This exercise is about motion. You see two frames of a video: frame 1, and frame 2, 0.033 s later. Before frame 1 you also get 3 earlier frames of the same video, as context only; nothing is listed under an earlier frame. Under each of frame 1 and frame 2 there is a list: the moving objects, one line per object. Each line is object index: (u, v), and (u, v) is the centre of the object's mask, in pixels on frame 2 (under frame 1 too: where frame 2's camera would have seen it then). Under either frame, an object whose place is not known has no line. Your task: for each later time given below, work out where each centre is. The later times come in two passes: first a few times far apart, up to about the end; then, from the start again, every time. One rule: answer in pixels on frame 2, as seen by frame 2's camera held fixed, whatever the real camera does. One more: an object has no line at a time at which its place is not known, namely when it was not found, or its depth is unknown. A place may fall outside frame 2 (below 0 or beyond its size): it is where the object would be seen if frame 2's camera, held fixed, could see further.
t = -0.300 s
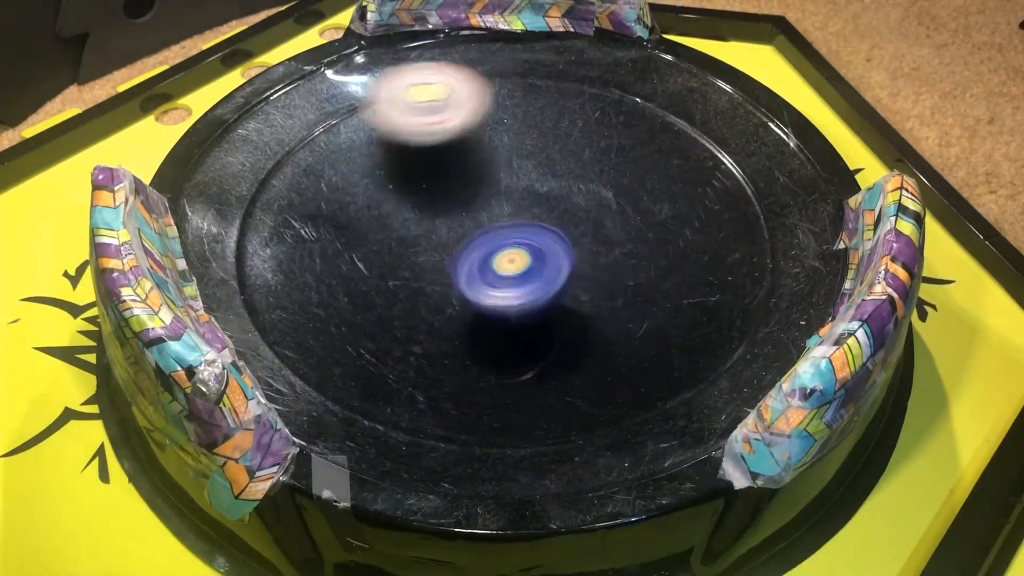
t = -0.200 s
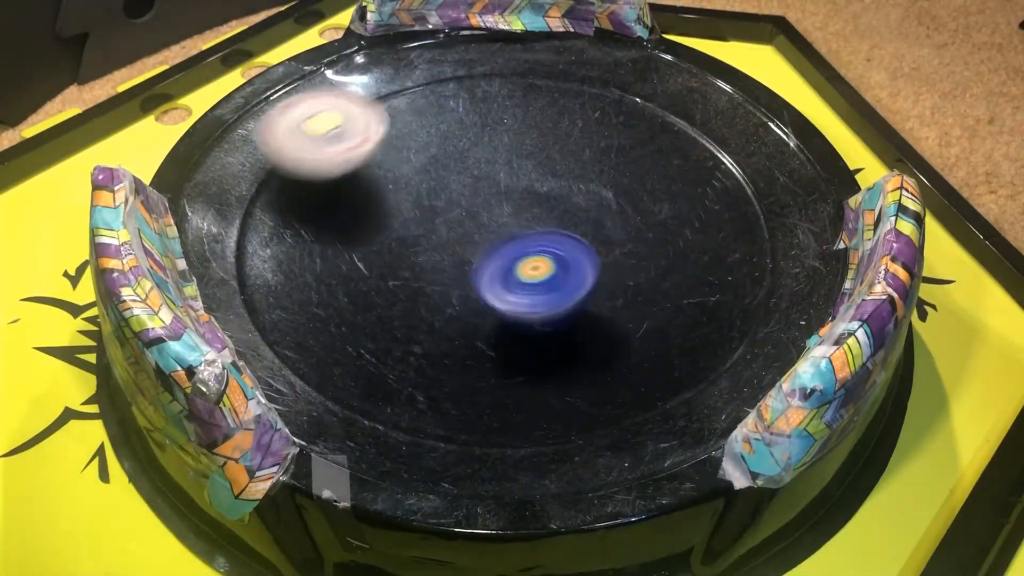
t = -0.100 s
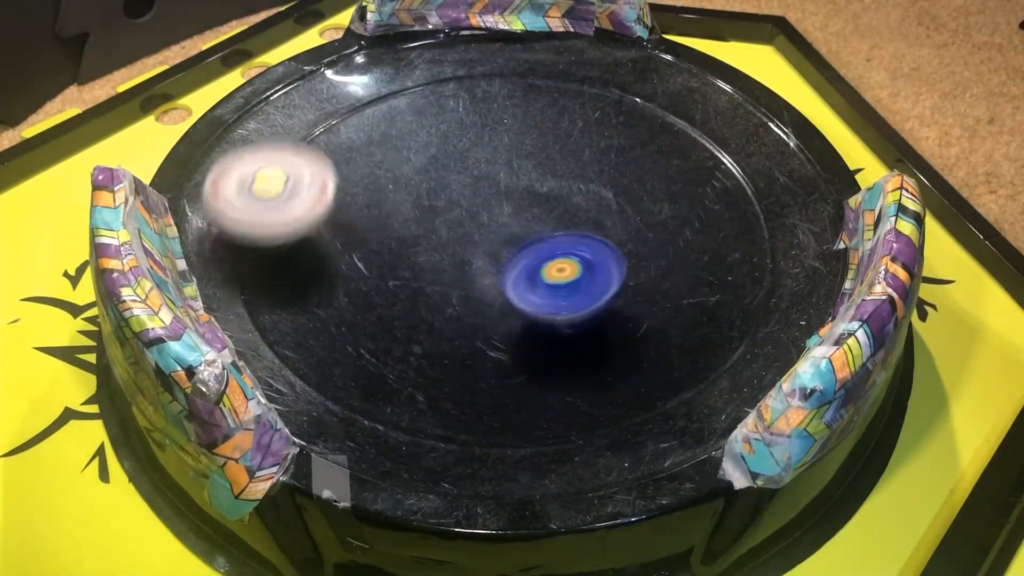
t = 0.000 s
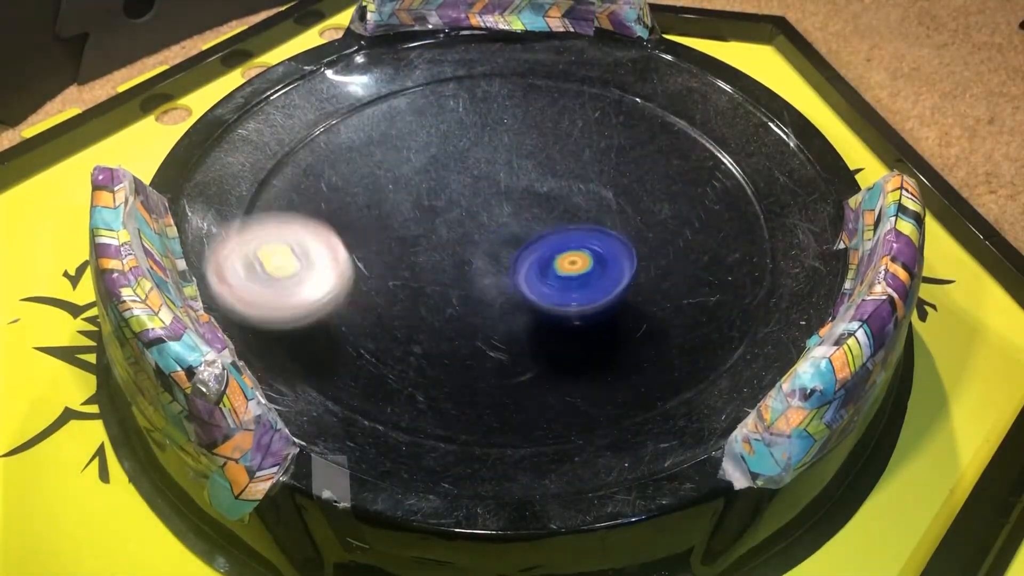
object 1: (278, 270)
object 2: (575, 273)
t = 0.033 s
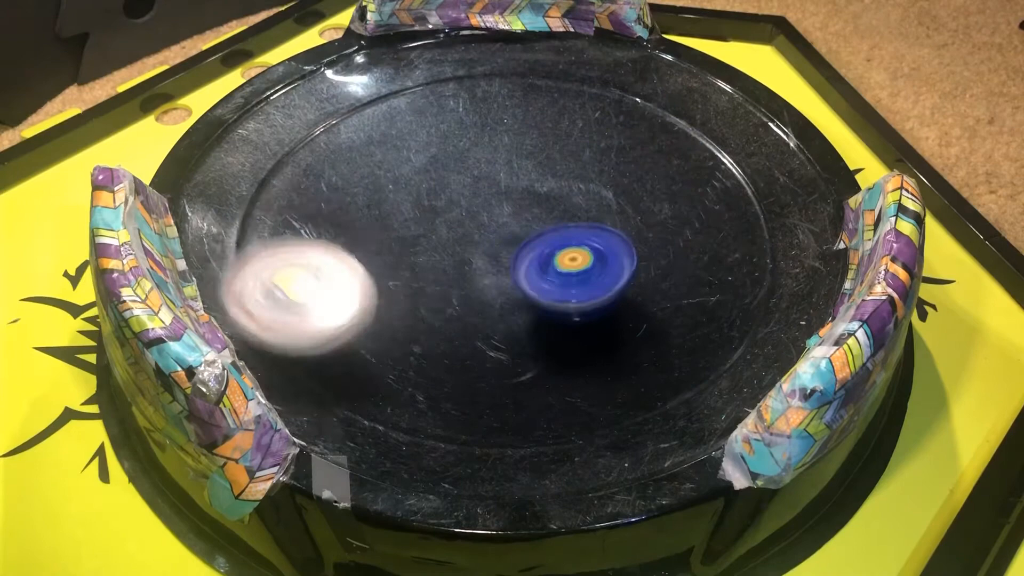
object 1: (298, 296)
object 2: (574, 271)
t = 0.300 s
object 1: (616, 333)
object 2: (531, 249)
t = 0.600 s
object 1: (648, 124)
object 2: (463, 252)
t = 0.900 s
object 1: (386, 107)
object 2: (465, 250)
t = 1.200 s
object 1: (408, 300)
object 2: (477, 219)
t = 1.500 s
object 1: (695, 250)
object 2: (470, 194)
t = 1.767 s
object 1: (612, 118)
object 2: (487, 193)
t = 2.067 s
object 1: (387, 163)
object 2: (505, 208)
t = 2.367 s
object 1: (499, 322)
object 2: (542, 195)
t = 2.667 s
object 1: (682, 218)
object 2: (530, 209)
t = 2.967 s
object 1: (571, 97)
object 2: (461, 258)
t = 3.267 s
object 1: (385, 206)
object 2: (478, 278)
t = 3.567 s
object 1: (311, 170)
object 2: (735, 233)
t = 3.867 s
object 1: (528, 228)
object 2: (521, 111)
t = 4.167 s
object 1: (582, 181)
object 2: (390, 179)
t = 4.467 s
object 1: (513, 160)
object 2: (462, 248)
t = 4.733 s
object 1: (512, 183)
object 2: (517, 297)
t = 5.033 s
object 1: (514, 202)
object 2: (584, 317)
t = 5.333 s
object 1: (469, 184)
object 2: (584, 310)
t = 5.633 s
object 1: (424, 205)
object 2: (508, 274)
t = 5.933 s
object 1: (388, 169)
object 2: (516, 290)
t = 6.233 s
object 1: (459, 165)
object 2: (499, 265)
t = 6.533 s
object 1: (530, 114)
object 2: (471, 295)
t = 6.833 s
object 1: (549, 182)
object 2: (505, 270)
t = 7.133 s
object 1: (588, 216)
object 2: (463, 280)
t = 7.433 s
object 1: (579, 273)
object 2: (413, 227)
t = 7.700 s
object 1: (488, 274)
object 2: (452, 193)
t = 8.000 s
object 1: (442, 237)
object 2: (514, 164)
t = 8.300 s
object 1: (462, 202)
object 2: (583, 185)
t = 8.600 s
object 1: (510, 186)
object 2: (601, 261)
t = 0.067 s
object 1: (325, 319)
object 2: (573, 267)
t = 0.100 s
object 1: (361, 339)
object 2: (570, 264)
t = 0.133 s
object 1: (403, 353)
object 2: (566, 260)
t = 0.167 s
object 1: (448, 362)
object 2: (561, 256)
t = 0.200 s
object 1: (494, 364)
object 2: (555, 252)
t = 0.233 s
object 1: (538, 359)
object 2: (547, 250)
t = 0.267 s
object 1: (579, 349)
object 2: (539, 247)
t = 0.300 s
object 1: (616, 333)
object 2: (531, 249)
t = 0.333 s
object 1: (648, 313)
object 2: (523, 251)
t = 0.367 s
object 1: (672, 289)
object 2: (513, 252)
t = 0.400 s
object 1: (688, 264)
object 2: (503, 254)
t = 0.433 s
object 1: (698, 238)
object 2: (494, 254)
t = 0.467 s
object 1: (699, 212)
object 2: (485, 254)
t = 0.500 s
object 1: (695, 187)
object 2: (476, 253)
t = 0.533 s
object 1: (684, 163)
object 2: (471, 253)
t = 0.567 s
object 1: (668, 142)
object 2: (466, 252)
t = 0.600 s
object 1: (648, 124)
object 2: (463, 252)
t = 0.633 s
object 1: (624, 109)
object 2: (461, 253)
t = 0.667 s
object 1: (597, 97)
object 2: (460, 253)
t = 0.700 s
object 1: (568, 89)
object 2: (460, 253)
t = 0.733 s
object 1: (536, 83)
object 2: (460, 254)
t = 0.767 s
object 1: (505, 81)
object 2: (460, 254)
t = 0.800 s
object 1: (473, 83)
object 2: (461, 253)
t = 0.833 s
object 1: (443, 88)
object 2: (463, 253)
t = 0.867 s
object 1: (415, 96)
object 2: (464, 251)
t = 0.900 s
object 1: (386, 107)
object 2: (465, 250)
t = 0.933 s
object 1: (364, 123)
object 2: (467, 249)
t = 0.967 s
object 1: (345, 141)
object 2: (470, 246)
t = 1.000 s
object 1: (334, 161)
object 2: (472, 244)
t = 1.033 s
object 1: (329, 183)
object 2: (473, 240)
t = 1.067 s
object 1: (331, 207)
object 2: (474, 236)
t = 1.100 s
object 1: (341, 233)
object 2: (475, 234)
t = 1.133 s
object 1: (357, 258)
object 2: (476, 231)
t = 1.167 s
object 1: (379, 280)
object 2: (477, 226)
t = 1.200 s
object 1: (408, 300)
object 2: (477, 219)
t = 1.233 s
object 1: (442, 315)
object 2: (476, 215)
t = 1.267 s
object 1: (481, 324)
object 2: (475, 210)
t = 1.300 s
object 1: (519, 328)
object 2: (473, 206)
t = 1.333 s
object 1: (560, 326)
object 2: (471, 203)
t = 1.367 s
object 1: (595, 318)
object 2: (470, 199)
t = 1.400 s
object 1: (630, 306)
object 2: (469, 197)
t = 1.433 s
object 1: (657, 290)
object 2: (469, 196)
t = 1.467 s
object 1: (680, 271)
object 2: (469, 195)
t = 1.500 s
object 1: (695, 250)
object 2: (470, 194)
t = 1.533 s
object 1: (703, 229)
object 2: (471, 195)
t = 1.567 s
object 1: (705, 209)
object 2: (473, 193)
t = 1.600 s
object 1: (701, 189)
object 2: (474, 193)
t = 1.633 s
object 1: (692, 170)
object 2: (476, 193)
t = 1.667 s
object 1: (677, 153)
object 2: (479, 193)
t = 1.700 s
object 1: (658, 138)
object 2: (481, 193)
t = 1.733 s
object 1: (636, 126)
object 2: (484, 193)
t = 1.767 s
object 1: (612, 118)
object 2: (487, 193)
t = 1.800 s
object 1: (586, 113)
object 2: (490, 192)
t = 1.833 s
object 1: (558, 110)
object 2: (494, 192)
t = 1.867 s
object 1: (528, 110)
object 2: (496, 194)
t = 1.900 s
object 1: (502, 110)
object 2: (495, 198)
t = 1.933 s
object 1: (476, 114)
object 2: (495, 203)
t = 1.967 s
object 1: (449, 121)
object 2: (496, 205)
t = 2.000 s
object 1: (425, 132)
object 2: (498, 208)
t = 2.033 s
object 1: (404, 146)
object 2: (501, 208)
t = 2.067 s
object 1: (387, 163)
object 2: (505, 208)
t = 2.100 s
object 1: (376, 182)
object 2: (510, 207)
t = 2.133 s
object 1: (370, 203)
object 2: (514, 205)
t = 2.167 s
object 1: (371, 225)
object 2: (520, 203)
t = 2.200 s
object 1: (379, 247)
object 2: (527, 202)
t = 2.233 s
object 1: (393, 267)
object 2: (532, 200)
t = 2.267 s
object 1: (412, 287)
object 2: (538, 198)
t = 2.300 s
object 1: (437, 303)
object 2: (541, 197)
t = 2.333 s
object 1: (467, 315)
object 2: (543, 196)
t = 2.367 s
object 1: (499, 322)
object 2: (542, 195)
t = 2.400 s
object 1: (532, 325)
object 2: (541, 194)
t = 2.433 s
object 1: (565, 323)
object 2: (538, 194)
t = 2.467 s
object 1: (597, 315)
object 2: (533, 194)
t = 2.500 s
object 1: (623, 303)
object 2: (530, 195)
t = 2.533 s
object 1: (646, 288)
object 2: (527, 198)
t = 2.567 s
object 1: (664, 272)
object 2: (525, 201)
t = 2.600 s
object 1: (677, 254)
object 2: (525, 204)
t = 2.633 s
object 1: (683, 236)
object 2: (527, 207)
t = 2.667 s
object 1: (682, 218)
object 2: (530, 209)
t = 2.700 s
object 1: (676, 200)
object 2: (535, 211)
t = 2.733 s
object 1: (664, 183)
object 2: (539, 213)
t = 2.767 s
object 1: (649, 168)
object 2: (543, 214)
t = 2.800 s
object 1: (644, 149)
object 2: (530, 222)
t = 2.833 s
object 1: (638, 130)
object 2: (512, 231)
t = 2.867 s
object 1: (628, 116)
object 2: (496, 239)
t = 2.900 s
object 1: (612, 106)
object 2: (479, 247)
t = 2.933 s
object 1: (592, 100)
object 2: (468, 253)
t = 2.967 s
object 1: (571, 97)
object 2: (461, 258)
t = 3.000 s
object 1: (545, 98)
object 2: (457, 262)
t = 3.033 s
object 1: (519, 102)
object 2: (455, 266)
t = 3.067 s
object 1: (493, 108)
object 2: (455, 269)
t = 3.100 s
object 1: (467, 118)
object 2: (457, 272)
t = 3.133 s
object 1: (442, 131)
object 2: (459, 276)
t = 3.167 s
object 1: (421, 147)
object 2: (463, 277)
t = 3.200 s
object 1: (403, 166)
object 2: (467, 279)
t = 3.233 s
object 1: (391, 186)
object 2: (473, 279)
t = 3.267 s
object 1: (385, 206)
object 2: (478, 278)
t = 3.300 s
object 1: (374, 216)
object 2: (502, 287)
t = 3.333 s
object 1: (340, 201)
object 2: (560, 314)
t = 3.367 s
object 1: (316, 187)
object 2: (623, 335)
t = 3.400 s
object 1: (299, 177)
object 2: (684, 345)
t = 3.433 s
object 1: (289, 170)
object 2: (726, 339)
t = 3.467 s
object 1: (286, 166)
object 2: (746, 309)
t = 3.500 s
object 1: (289, 164)
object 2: (751, 289)
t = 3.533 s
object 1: (298, 166)
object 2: (746, 260)
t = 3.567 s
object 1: (311, 170)
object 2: (735, 233)
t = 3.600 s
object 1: (329, 177)
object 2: (718, 206)
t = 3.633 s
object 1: (351, 184)
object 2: (699, 182)
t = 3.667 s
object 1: (375, 193)
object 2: (672, 162)
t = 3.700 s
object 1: (403, 203)
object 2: (647, 145)
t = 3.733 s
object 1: (430, 211)
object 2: (623, 132)
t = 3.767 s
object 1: (458, 219)
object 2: (597, 123)
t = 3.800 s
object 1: (485, 224)
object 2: (571, 116)
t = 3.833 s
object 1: (507, 227)
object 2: (545, 113)
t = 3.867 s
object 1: (528, 228)
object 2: (521, 111)
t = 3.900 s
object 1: (544, 227)
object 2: (498, 112)
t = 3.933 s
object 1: (558, 225)
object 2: (476, 115)
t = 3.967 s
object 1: (570, 222)
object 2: (456, 120)
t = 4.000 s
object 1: (579, 217)
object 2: (439, 128)
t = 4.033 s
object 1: (584, 211)
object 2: (423, 135)
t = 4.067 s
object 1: (585, 204)
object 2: (410, 147)
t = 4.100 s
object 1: (585, 197)
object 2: (400, 158)
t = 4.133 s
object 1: (585, 189)
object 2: (394, 169)
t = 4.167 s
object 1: (582, 181)
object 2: (390, 179)
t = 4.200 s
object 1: (579, 174)
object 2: (388, 188)
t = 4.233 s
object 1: (574, 167)
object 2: (388, 198)
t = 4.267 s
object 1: (568, 161)
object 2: (395, 209)
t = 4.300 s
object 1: (559, 157)
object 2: (402, 218)
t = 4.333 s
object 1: (549, 155)
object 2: (412, 227)
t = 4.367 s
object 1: (539, 154)
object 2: (422, 235)
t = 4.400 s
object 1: (529, 155)
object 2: (436, 241)
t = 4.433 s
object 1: (520, 157)
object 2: (449, 246)
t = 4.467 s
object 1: (513, 160)
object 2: (462, 248)
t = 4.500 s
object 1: (508, 164)
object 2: (478, 251)
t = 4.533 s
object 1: (505, 169)
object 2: (490, 251)
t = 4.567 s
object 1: (504, 168)
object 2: (495, 258)
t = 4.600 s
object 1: (507, 168)
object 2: (495, 271)
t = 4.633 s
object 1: (509, 168)
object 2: (498, 282)
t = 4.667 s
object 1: (510, 171)
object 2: (503, 290)
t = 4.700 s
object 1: (511, 176)
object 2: (509, 295)
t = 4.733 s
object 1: (512, 183)
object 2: (517, 297)
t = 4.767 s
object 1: (511, 191)
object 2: (526, 299)
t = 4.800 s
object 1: (510, 199)
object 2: (534, 298)
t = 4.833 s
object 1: (510, 207)
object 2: (542, 297)
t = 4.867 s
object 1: (511, 213)
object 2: (549, 294)
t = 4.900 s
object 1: (511, 213)
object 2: (557, 300)
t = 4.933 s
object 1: (512, 209)
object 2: (566, 308)
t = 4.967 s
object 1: (513, 205)
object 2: (573, 314)
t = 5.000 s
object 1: (513, 203)
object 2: (580, 317)
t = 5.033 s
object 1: (514, 202)
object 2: (584, 317)
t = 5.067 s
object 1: (514, 203)
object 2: (587, 315)
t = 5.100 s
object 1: (514, 205)
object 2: (588, 310)
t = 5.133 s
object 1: (513, 208)
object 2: (587, 305)
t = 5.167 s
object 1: (513, 212)
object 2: (583, 299)
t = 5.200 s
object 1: (511, 216)
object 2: (578, 291)
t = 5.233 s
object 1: (504, 212)
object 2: (578, 294)
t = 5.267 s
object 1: (491, 200)
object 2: (584, 302)
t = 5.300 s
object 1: (478, 191)
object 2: (585, 307)
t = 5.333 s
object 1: (469, 184)
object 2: (584, 310)
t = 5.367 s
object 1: (460, 180)
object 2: (581, 311)
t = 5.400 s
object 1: (452, 179)
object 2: (576, 310)
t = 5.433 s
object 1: (446, 180)
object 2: (570, 308)
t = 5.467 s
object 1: (440, 182)
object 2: (562, 304)
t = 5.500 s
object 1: (435, 185)
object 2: (551, 298)
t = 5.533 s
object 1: (431, 189)
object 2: (541, 293)
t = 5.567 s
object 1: (427, 194)
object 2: (530, 286)
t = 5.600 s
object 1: (426, 200)
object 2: (519, 281)
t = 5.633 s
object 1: (424, 205)
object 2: (508, 274)
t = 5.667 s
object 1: (411, 193)
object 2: (517, 284)
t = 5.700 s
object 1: (398, 181)
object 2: (525, 295)
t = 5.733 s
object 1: (389, 171)
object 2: (531, 301)
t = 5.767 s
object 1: (383, 165)
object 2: (533, 304)
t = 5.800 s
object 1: (380, 162)
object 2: (533, 304)
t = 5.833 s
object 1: (380, 162)
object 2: (531, 303)
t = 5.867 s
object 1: (380, 162)
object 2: (527, 300)
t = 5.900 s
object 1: (383, 165)
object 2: (522, 296)
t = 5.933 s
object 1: (388, 169)
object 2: (516, 290)
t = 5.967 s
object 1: (396, 174)
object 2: (509, 284)
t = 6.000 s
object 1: (405, 179)
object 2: (503, 277)
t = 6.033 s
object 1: (415, 184)
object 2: (496, 271)
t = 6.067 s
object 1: (425, 187)
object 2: (491, 265)
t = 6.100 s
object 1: (430, 180)
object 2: (495, 267)
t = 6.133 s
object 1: (436, 174)
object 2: (500, 271)
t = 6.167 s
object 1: (443, 170)
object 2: (501, 271)
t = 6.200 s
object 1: (451, 167)
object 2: (501, 269)
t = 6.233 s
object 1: (459, 165)
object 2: (499, 265)
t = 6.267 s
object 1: (467, 164)
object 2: (498, 260)
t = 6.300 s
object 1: (475, 163)
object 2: (496, 254)
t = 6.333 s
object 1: (483, 162)
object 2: (493, 249)
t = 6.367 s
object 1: (492, 156)
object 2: (488, 250)
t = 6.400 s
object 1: (503, 142)
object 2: (478, 265)
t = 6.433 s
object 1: (512, 129)
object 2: (473, 278)
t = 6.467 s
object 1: (520, 121)
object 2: (469, 287)
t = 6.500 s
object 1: (526, 116)
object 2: (469, 293)
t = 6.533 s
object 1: (530, 114)
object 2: (471, 295)
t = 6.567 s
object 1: (534, 115)
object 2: (475, 296)
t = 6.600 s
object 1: (537, 117)
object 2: (480, 296)
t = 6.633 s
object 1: (540, 122)
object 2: (486, 294)
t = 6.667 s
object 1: (543, 128)
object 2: (492, 292)
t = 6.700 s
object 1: (544, 137)
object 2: (497, 289)
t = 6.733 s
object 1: (546, 147)
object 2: (501, 284)
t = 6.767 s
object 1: (547, 158)
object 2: (503, 279)
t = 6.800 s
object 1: (548, 171)
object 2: (505, 274)
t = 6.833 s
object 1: (549, 182)
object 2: (505, 270)
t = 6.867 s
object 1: (553, 189)
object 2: (501, 268)
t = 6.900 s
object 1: (563, 188)
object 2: (485, 274)
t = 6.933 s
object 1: (572, 187)
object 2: (472, 280)
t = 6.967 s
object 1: (580, 187)
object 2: (462, 283)
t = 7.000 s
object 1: (585, 190)
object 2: (459, 284)
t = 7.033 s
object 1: (589, 195)
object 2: (458, 284)
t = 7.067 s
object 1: (591, 202)
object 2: (459, 283)
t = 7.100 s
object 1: (590, 209)
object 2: (461, 282)
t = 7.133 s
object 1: (588, 216)
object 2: (463, 280)
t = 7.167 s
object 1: (586, 223)
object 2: (466, 277)
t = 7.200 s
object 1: (583, 231)
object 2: (468, 274)
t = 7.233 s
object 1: (579, 238)
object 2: (466, 269)
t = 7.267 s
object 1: (584, 245)
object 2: (455, 261)
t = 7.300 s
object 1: (591, 252)
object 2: (438, 253)
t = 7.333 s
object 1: (594, 259)
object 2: (426, 245)
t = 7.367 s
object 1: (592, 264)
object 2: (418, 238)
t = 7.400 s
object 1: (587, 269)
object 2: (415, 231)
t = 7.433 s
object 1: (579, 273)
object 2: (413, 227)
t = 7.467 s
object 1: (570, 276)
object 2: (414, 222)
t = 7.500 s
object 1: (559, 278)
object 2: (416, 218)
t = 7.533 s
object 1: (547, 279)
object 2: (420, 214)
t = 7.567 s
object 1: (534, 279)
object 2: (425, 210)
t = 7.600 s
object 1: (522, 279)
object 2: (432, 206)
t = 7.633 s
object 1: (511, 278)
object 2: (439, 202)
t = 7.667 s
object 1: (500, 275)
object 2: (446, 197)
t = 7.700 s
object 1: (488, 274)
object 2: (452, 193)
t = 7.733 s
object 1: (479, 272)
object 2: (459, 188)
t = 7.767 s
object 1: (469, 268)
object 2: (466, 183)
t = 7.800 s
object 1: (460, 263)
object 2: (473, 179)
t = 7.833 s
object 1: (453, 258)
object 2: (480, 175)
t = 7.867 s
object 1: (450, 254)
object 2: (487, 172)
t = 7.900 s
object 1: (448, 249)
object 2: (492, 170)
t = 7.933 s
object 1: (447, 244)
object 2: (498, 169)
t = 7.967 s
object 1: (445, 240)
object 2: (504, 168)
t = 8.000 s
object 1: (442, 237)
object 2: (514, 164)
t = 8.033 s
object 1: (441, 232)
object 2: (523, 162)
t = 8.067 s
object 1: (442, 228)
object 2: (529, 161)
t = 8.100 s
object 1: (445, 223)
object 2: (537, 161)
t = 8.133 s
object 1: (448, 219)
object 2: (542, 163)
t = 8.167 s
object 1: (452, 216)
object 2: (547, 165)
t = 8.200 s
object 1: (457, 213)
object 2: (554, 170)
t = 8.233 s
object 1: (456, 210)
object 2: (564, 176)
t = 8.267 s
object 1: (458, 206)
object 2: (575, 181)
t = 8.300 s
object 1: (462, 202)
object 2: (583, 185)
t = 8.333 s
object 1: (466, 198)
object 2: (589, 192)
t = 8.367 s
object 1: (472, 195)
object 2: (592, 198)
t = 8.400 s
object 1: (479, 192)
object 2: (594, 204)
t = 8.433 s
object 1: (482, 189)
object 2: (596, 213)
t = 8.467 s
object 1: (484, 185)
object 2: (600, 224)
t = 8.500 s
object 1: (488, 183)
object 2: (602, 234)
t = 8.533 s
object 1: (496, 183)
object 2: (603, 243)
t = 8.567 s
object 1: (503, 184)
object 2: (601, 253)
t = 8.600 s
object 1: (510, 186)
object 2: (601, 261)
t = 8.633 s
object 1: (518, 187)
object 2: (599, 267)
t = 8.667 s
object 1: (525, 190)
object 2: (597, 274)
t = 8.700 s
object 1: (532, 192)
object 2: (594, 281)
